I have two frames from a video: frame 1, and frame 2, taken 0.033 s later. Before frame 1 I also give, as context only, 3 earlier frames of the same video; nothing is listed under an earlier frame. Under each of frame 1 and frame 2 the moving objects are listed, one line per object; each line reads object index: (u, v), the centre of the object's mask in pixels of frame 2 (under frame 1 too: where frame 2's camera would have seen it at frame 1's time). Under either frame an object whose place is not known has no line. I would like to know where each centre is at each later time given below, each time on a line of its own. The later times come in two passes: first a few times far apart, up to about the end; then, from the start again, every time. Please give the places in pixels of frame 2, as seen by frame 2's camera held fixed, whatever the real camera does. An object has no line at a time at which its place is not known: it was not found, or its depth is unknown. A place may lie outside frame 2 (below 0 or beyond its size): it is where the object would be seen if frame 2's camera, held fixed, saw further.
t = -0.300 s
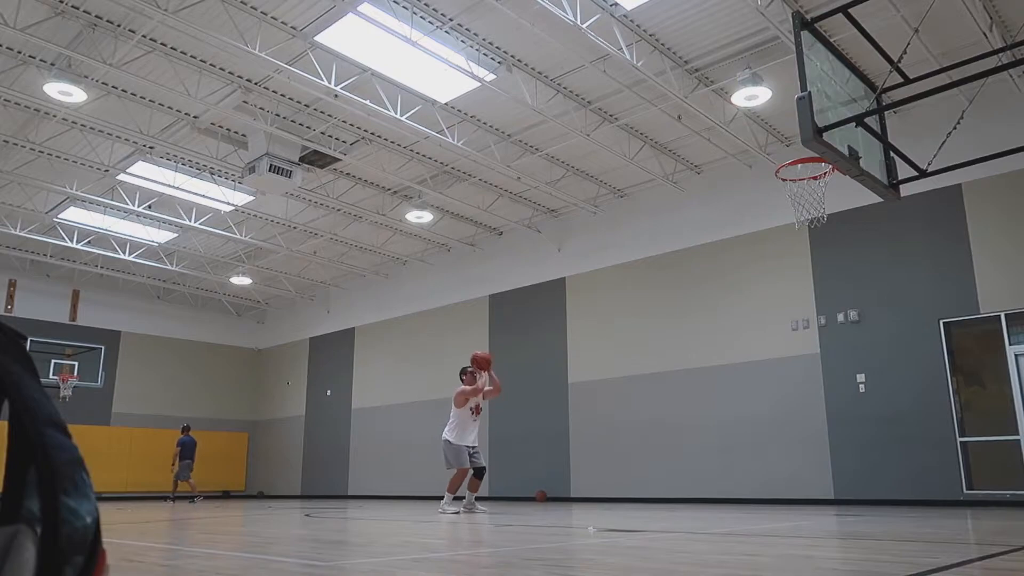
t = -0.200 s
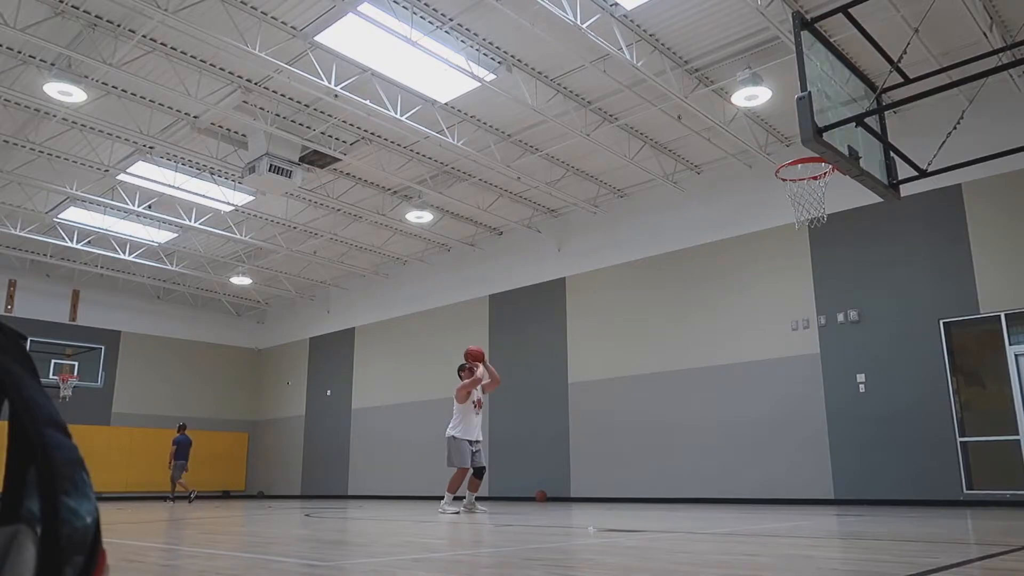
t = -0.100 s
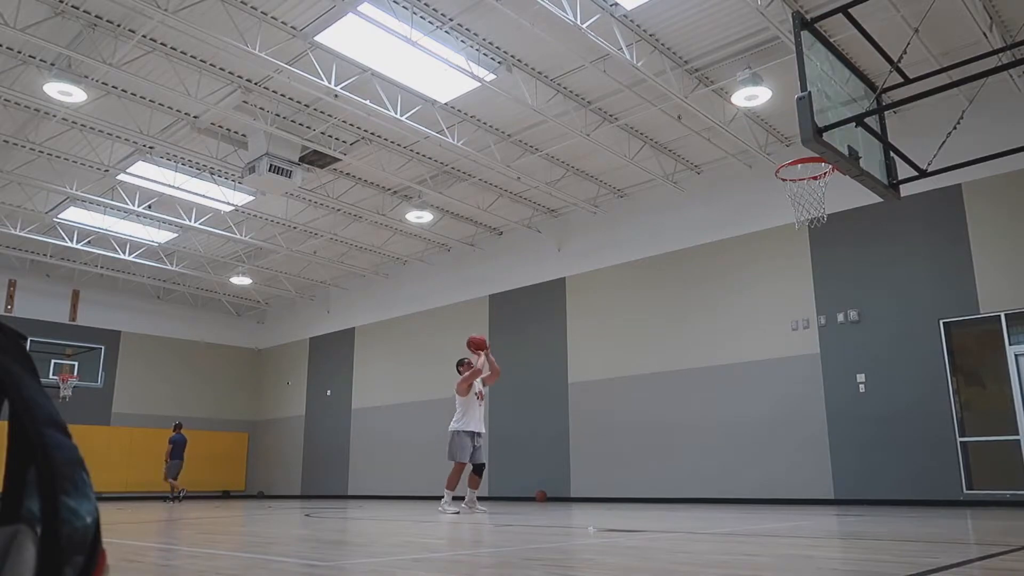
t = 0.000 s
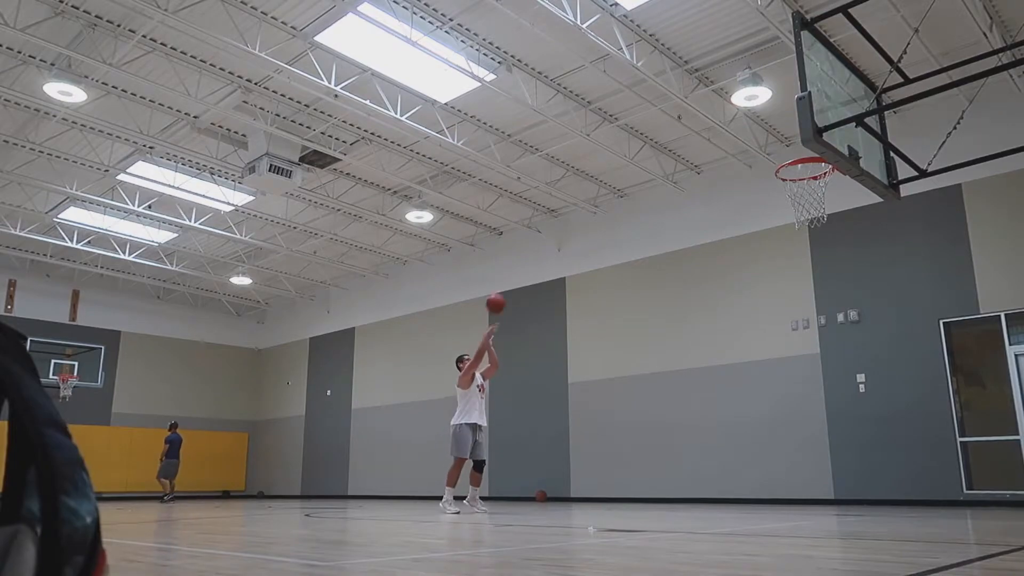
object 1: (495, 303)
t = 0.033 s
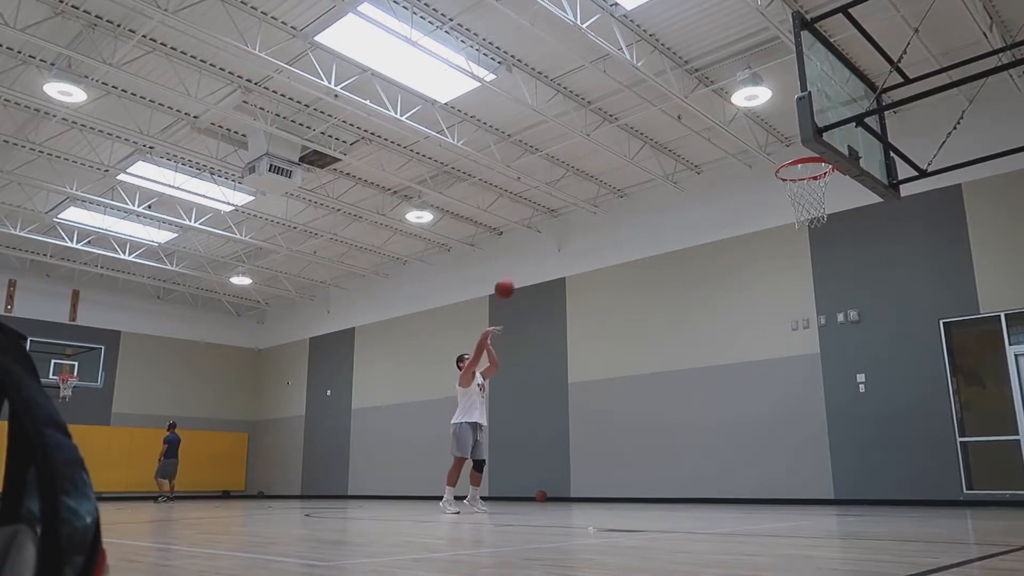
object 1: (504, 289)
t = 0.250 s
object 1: (564, 209)
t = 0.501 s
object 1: (641, 154)
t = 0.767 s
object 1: (743, 151)
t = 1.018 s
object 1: (812, 159)
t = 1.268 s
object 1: (786, 130)
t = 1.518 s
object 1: (763, 174)
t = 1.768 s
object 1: (742, 305)
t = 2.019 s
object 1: (724, 495)
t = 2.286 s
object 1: (711, 336)
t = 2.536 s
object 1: (705, 277)
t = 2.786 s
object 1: (704, 308)
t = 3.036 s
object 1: (711, 450)
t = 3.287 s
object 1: (703, 422)
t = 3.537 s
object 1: (692, 366)
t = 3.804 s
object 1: (688, 433)
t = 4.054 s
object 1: (680, 466)
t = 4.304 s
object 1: (666, 425)
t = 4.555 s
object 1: (658, 526)
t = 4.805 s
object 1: (641, 461)
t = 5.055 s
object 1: (629, 537)
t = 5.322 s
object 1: (607, 494)
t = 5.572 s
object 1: (588, 509)
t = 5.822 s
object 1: (567, 530)
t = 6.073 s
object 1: (538, 537)
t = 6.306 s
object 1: (510, 539)
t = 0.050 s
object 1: (509, 282)
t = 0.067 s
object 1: (513, 275)
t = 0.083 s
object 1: (518, 268)
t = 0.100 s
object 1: (522, 261)
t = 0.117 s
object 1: (527, 254)
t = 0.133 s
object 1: (531, 248)
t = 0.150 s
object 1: (536, 242)
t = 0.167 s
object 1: (540, 236)
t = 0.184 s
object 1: (544, 231)
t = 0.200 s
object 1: (549, 225)
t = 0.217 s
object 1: (554, 219)
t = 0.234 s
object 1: (559, 214)
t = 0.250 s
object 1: (564, 209)
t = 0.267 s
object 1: (569, 204)
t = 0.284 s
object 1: (574, 199)
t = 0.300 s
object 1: (578, 194)
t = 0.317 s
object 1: (584, 190)
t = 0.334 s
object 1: (588, 186)
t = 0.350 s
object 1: (593, 182)
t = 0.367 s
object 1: (599, 178)
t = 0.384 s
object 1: (604, 174)
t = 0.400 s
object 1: (609, 171)
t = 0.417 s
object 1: (615, 167)
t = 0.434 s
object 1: (620, 164)
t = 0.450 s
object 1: (625, 161)
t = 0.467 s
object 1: (630, 159)
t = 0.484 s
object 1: (636, 157)
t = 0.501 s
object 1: (641, 154)
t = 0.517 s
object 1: (647, 153)
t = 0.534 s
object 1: (653, 151)
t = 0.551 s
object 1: (659, 149)
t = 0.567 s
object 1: (665, 148)
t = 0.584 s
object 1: (670, 147)
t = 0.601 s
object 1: (677, 146)
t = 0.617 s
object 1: (683, 145)
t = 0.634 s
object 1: (689, 145)
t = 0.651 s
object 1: (695, 145)
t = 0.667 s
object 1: (702, 145)
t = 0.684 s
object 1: (708, 145)
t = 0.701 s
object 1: (715, 146)
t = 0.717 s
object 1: (721, 147)
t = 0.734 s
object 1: (729, 148)
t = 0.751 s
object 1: (736, 149)
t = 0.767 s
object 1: (743, 151)
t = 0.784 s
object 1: (750, 153)
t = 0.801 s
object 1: (758, 155)
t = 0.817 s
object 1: (765, 157)
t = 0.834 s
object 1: (772, 159)
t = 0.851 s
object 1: (779, 162)
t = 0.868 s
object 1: (786, 167)
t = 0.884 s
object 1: (792, 167)
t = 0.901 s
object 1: (797, 166)
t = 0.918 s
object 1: (803, 164)
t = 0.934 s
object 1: (806, 163)
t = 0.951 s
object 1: (810, 163)
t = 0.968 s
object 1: (813, 163)
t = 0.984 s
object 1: (815, 164)
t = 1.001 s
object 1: (815, 161)
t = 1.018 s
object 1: (812, 159)
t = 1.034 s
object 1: (807, 153)
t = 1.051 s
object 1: (805, 151)
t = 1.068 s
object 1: (803, 149)
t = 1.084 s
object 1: (800, 145)
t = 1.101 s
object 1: (798, 141)
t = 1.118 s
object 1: (796, 138)
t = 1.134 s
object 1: (795, 135)
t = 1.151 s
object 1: (794, 134)
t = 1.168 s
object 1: (793, 132)
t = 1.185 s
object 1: (792, 131)
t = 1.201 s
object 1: (791, 130)
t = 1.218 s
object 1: (790, 129)
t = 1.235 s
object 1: (788, 129)
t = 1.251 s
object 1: (788, 129)
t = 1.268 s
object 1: (786, 130)
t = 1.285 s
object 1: (786, 130)
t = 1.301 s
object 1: (784, 131)
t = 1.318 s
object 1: (783, 133)
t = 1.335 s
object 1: (781, 134)
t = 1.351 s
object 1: (779, 136)
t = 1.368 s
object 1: (778, 139)
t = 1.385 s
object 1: (776, 141)
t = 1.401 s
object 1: (774, 144)
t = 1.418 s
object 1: (773, 147)
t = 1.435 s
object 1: (771, 151)
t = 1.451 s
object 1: (769, 155)
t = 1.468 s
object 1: (768, 160)
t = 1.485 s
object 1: (766, 164)
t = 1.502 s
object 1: (764, 169)
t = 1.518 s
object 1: (763, 174)
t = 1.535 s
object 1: (761, 180)
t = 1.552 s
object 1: (760, 186)
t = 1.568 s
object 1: (758, 193)
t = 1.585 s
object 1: (757, 200)
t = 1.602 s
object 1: (756, 207)
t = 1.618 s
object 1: (754, 215)
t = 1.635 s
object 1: (753, 223)
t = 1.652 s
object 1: (751, 232)
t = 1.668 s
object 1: (750, 241)
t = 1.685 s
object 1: (749, 250)
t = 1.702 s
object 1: (747, 260)
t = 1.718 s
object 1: (746, 271)
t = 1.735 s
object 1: (745, 281)
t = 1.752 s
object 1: (743, 293)
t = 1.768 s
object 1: (742, 305)
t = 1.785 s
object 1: (741, 318)
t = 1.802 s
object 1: (740, 330)
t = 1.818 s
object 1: (738, 344)
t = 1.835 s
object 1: (737, 358)
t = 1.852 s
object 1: (736, 372)
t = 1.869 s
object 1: (735, 388)
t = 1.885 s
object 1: (733, 404)
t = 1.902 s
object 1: (732, 420)
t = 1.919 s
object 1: (731, 437)
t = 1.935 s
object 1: (730, 455)
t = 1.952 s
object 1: (729, 474)
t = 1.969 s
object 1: (727, 492)
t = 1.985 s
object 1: (726, 512)
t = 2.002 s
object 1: (725, 508)
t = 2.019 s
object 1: (724, 495)
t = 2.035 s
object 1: (723, 481)
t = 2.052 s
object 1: (722, 470)
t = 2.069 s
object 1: (721, 458)
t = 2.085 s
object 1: (720, 445)
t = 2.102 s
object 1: (719, 434)
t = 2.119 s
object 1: (719, 423)
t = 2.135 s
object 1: (718, 412)
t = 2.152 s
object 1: (717, 402)
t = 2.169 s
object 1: (716, 392)
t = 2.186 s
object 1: (715, 383)
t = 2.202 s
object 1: (715, 374)
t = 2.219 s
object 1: (714, 366)
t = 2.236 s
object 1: (713, 357)
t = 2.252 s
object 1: (713, 350)
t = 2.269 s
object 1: (712, 343)
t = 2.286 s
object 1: (711, 336)
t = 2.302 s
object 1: (710, 329)
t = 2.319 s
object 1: (710, 323)
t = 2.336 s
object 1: (710, 317)
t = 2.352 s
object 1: (709, 312)
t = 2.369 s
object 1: (708, 307)
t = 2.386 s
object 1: (708, 302)
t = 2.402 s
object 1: (708, 297)
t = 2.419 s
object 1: (707, 294)
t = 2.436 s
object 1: (707, 290)
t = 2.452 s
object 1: (707, 287)
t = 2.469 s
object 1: (706, 284)
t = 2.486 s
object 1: (706, 282)
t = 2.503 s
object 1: (706, 280)
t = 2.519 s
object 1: (705, 278)
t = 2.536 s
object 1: (705, 277)
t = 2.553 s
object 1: (705, 276)
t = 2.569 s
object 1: (705, 275)
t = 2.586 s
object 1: (705, 275)
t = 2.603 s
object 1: (704, 276)
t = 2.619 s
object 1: (704, 277)
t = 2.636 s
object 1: (704, 278)
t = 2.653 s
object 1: (704, 279)
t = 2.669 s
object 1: (704, 281)
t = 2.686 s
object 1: (704, 284)
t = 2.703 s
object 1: (704, 287)
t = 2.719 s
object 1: (704, 290)
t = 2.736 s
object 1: (704, 294)
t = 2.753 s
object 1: (704, 298)
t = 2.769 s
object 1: (704, 303)
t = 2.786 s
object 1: (704, 308)
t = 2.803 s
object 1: (704, 314)
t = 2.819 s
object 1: (705, 320)
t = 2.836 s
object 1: (705, 327)
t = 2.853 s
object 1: (705, 334)
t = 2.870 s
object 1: (705, 342)
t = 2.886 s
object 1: (706, 350)
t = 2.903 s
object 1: (706, 359)
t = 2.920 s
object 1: (707, 368)
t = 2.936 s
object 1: (707, 378)
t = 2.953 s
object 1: (708, 388)
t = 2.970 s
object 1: (708, 399)
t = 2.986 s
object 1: (709, 411)
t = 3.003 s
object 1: (709, 423)
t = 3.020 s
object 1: (710, 436)
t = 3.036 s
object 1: (711, 450)
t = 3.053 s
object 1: (711, 464)
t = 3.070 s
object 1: (712, 479)
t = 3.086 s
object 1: (713, 495)
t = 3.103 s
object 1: (714, 511)
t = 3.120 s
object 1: (714, 519)
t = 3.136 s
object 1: (713, 507)
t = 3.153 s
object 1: (712, 496)
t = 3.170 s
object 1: (711, 485)
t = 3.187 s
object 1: (710, 474)
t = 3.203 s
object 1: (709, 464)
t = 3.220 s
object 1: (708, 456)
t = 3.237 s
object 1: (707, 446)
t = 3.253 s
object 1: (705, 437)
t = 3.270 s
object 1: (704, 430)
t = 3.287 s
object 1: (703, 422)
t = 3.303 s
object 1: (703, 415)
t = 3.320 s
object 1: (702, 409)
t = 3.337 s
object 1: (701, 403)
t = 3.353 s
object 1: (700, 397)
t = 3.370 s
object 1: (699, 392)
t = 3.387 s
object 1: (698, 387)
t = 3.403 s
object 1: (697, 383)
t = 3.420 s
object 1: (697, 379)
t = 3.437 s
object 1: (696, 376)
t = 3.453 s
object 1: (695, 373)
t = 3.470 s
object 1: (695, 370)
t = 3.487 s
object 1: (694, 368)
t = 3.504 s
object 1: (693, 367)
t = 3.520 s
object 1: (693, 366)
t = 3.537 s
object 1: (692, 366)
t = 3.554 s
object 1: (692, 366)
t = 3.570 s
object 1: (691, 366)
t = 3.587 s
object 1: (691, 368)
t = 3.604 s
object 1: (691, 369)
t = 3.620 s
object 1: (690, 372)
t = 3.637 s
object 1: (690, 374)
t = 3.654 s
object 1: (689, 378)
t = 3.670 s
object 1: (689, 381)
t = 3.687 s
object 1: (689, 386)
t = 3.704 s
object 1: (689, 391)
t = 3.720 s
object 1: (688, 396)
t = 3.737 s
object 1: (688, 403)
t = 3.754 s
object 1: (688, 409)
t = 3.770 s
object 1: (688, 416)
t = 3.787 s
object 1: (688, 424)
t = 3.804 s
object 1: (688, 433)
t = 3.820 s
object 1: (687, 443)
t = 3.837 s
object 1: (687, 452)
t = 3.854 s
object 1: (687, 463)
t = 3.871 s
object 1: (687, 474)
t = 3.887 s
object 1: (687, 486)
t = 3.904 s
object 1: (687, 499)
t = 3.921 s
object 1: (687, 513)
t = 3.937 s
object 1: (688, 526)
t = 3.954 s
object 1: (687, 518)
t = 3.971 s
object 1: (685, 508)
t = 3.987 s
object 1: (684, 497)
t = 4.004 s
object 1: (683, 489)
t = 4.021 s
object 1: (682, 481)
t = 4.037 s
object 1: (681, 473)
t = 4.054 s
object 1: (680, 466)
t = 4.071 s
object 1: (679, 460)
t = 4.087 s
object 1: (677, 453)
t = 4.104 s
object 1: (677, 448)
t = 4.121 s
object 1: (676, 442)
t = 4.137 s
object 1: (674, 438)
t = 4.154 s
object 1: (674, 434)
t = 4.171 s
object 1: (673, 431)
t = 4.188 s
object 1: (672, 428)
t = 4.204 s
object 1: (671, 426)
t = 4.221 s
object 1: (670, 424)
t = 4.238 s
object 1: (669, 423)
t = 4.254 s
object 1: (668, 423)
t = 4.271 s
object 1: (667, 423)
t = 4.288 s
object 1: (667, 423)
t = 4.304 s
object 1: (666, 425)
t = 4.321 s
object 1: (665, 427)
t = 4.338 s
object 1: (665, 429)
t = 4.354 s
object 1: (664, 432)
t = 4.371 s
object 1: (663, 436)
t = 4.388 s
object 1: (663, 441)
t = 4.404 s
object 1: (662, 446)
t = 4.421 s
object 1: (662, 452)
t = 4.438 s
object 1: (661, 458)
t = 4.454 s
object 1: (661, 466)
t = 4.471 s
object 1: (660, 474)
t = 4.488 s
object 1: (660, 483)
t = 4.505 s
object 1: (659, 492)
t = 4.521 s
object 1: (659, 502)
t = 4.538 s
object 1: (658, 513)
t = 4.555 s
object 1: (658, 526)
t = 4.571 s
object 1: (657, 529)
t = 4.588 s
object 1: (656, 520)
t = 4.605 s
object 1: (655, 512)
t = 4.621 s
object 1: (653, 503)
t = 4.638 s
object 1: (652, 496)
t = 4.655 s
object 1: (651, 490)
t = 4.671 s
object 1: (650, 484)
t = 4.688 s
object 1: (649, 479)
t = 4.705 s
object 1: (648, 474)
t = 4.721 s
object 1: (647, 471)
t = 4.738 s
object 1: (646, 468)
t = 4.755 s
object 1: (644, 465)
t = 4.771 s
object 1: (643, 463)
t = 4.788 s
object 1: (643, 461)
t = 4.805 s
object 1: (641, 461)
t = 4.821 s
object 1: (641, 461)
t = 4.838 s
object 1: (640, 461)
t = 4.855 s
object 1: (639, 463)
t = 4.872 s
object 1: (638, 465)
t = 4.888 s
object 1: (637, 468)
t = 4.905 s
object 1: (636, 472)
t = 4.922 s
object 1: (636, 475)
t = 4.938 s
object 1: (635, 481)
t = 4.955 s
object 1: (634, 486)
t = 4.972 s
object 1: (633, 493)
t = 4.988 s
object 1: (632, 500)
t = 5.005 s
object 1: (631, 508)
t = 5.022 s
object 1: (630, 517)
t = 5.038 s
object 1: (630, 528)
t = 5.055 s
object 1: (629, 537)
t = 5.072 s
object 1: (628, 530)
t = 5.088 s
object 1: (627, 523)
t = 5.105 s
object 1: (624, 516)
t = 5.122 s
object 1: (623, 510)
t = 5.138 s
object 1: (622, 505)
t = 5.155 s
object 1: (620, 500)
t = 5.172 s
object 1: (619, 496)
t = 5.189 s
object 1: (618, 493)
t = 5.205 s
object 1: (616, 490)
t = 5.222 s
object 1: (615, 488)
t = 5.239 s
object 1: (613, 487)
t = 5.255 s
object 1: (612, 487)
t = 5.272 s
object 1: (611, 488)
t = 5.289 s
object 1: (609, 489)
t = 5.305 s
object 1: (608, 491)
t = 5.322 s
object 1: (607, 494)
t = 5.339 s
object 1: (606, 498)
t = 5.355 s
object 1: (605, 502)
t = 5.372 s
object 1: (604, 508)
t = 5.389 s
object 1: (603, 514)
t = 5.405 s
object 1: (601, 522)
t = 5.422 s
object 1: (600, 530)
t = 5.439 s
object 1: (599, 539)
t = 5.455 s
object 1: (598, 539)
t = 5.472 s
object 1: (596, 532)
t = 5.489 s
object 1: (595, 527)
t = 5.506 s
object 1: (594, 522)
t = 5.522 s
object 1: (592, 517)
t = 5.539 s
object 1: (591, 513)
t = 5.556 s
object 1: (589, 511)
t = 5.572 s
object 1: (588, 509)
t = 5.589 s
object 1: (586, 508)
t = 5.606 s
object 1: (585, 507)
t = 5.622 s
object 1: (584, 508)
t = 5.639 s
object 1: (582, 509)
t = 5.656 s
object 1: (580, 511)
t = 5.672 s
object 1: (579, 514)
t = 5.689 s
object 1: (578, 518)
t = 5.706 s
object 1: (577, 524)
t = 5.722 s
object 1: (575, 530)
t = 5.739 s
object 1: (573, 537)
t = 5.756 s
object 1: (573, 542)
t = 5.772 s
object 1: (571, 542)
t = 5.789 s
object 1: (569, 538)
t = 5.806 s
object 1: (568, 534)
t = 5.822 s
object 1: (567, 530)
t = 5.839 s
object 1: (564, 525)
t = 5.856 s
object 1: (562, 523)
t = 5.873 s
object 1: (560, 521)
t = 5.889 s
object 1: (558, 521)
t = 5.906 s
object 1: (556, 521)
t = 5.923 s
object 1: (554, 522)
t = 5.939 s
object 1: (553, 524)
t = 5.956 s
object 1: (551, 527)
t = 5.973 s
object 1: (549, 531)
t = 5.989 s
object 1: (547, 536)
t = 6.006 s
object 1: (545, 541)
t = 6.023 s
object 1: (543, 544)
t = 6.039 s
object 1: (541, 543)
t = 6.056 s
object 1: (539, 540)
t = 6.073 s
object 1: (538, 537)
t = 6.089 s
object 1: (536, 535)
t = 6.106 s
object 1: (534, 534)
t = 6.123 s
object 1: (532, 533)
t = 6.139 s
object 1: (530, 533)
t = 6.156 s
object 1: (528, 533)
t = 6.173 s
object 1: (526, 535)
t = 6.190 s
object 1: (524, 537)
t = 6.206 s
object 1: (522, 539)
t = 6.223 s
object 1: (520, 543)
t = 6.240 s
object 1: (518, 546)
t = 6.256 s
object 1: (516, 544)
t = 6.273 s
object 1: (514, 541)
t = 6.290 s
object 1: (512, 540)
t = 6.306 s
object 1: (510, 539)
